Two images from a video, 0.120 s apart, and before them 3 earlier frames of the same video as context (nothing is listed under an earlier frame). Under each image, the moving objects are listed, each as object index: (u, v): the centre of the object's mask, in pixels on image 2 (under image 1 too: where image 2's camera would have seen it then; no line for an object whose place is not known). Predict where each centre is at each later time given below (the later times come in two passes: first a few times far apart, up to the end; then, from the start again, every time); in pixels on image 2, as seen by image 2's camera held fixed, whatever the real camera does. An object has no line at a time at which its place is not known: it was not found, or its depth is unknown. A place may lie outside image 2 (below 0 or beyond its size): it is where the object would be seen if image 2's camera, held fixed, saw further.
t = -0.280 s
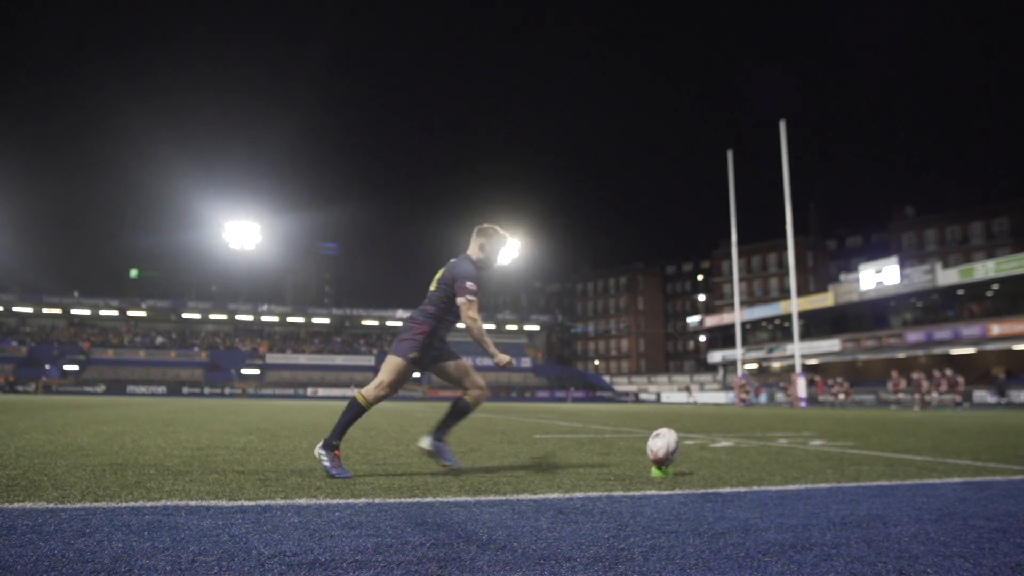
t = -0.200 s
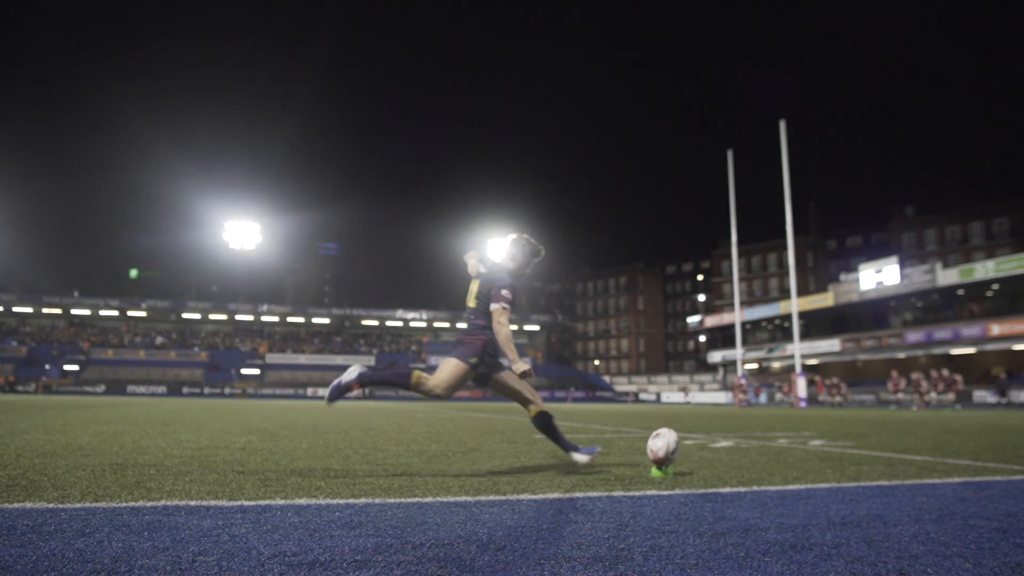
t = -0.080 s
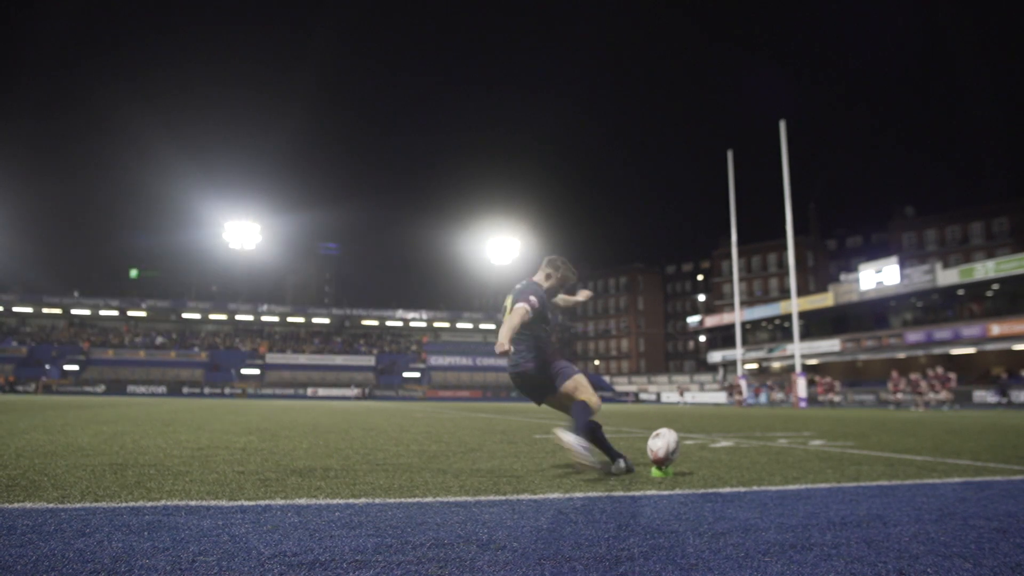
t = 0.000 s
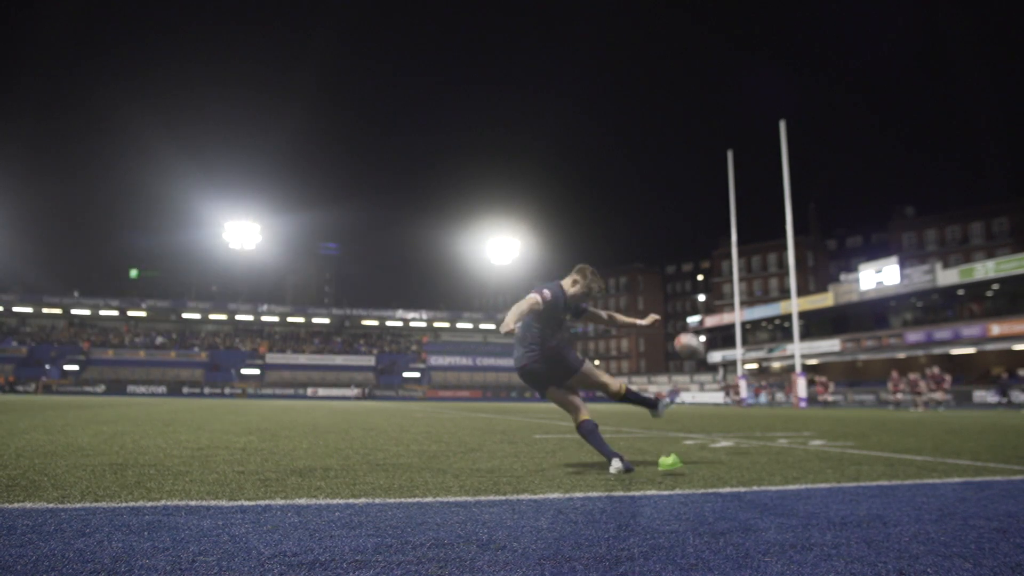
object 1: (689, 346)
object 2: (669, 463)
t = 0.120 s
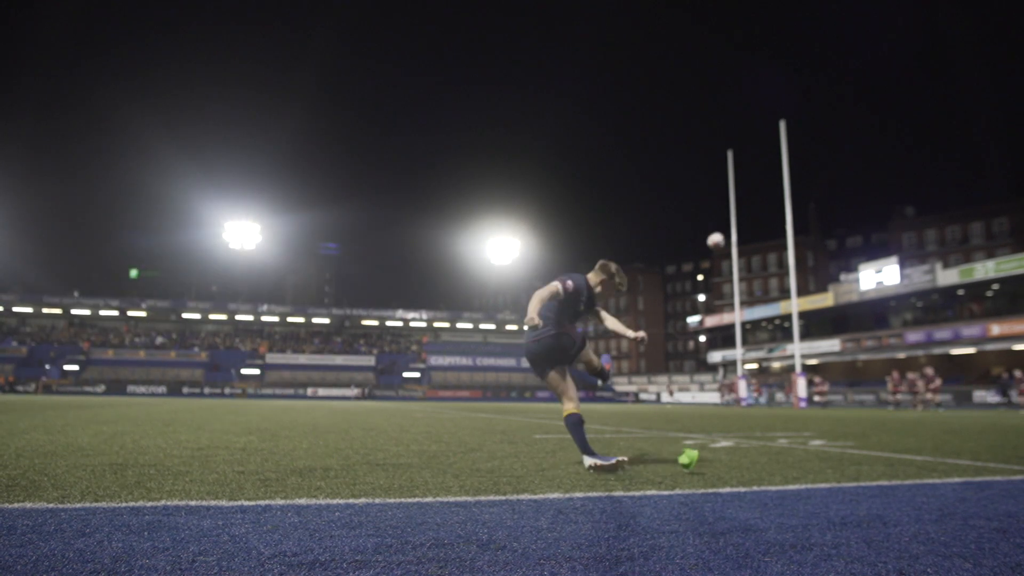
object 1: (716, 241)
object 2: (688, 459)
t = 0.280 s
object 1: (731, 183)
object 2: (701, 464)
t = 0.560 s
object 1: (741, 147)
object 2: (716, 462)
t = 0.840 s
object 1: (744, 139)
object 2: (731, 464)
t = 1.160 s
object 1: (745, 145)
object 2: (730, 466)
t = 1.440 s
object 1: (748, 160)
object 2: (730, 466)
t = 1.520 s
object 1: (749, 165)
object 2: (730, 466)
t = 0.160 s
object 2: (694, 462)
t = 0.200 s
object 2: (696, 461)
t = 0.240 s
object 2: (698, 460)
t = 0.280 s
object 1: (731, 183)
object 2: (701, 464)
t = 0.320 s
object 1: (733, 175)
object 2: (703, 463)
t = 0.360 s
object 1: (736, 168)
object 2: (705, 462)
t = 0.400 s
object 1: (738, 162)
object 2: (706, 462)
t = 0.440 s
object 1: (738, 157)
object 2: (709, 462)
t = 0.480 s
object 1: (739, 153)
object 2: (711, 462)
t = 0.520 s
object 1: (740, 150)
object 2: (713, 462)
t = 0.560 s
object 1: (741, 147)
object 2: (716, 462)
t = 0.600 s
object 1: (742, 145)
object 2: (719, 462)
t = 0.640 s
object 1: (742, 143)
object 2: (723, 462)
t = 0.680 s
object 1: (743, 142)
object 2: (728, 464)
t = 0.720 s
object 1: (743, 141)
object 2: (730, 466)
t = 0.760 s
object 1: (744, 140)
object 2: (730, 465)
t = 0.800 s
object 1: (744, 139)
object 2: (731, 464)
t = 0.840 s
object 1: (744, 139)
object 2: (731, 464)
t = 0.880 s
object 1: (744, 139)
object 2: (732, 464)
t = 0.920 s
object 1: (744, 140)
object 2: (731, 464)
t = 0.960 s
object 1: (745, 140)
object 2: (731, 465)
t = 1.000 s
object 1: (745, 141)
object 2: (730, 467)
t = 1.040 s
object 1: (745, 142)
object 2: (730, 466)
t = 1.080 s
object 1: (745, 143)
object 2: (730, 466)
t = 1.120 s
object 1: (746, 144)
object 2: (729, 466)
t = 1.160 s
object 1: (745, 145)
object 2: (730, 466)
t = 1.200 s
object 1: (745, 147)
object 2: (730, 466)
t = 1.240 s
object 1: (746, 149)
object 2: (730, 466)
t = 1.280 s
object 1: (746, 151)
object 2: (730, 466)
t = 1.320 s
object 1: (746, 152)
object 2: (730, 466)
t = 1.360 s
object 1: (747, 155)
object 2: (730, 466)
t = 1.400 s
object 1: (747, 157)
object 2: (730, 467)
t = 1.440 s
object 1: (748, 160)
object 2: (730, 466)
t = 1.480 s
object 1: (748, 162)
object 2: (730, 466)
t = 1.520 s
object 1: (749, 165)
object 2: (730, 466)
